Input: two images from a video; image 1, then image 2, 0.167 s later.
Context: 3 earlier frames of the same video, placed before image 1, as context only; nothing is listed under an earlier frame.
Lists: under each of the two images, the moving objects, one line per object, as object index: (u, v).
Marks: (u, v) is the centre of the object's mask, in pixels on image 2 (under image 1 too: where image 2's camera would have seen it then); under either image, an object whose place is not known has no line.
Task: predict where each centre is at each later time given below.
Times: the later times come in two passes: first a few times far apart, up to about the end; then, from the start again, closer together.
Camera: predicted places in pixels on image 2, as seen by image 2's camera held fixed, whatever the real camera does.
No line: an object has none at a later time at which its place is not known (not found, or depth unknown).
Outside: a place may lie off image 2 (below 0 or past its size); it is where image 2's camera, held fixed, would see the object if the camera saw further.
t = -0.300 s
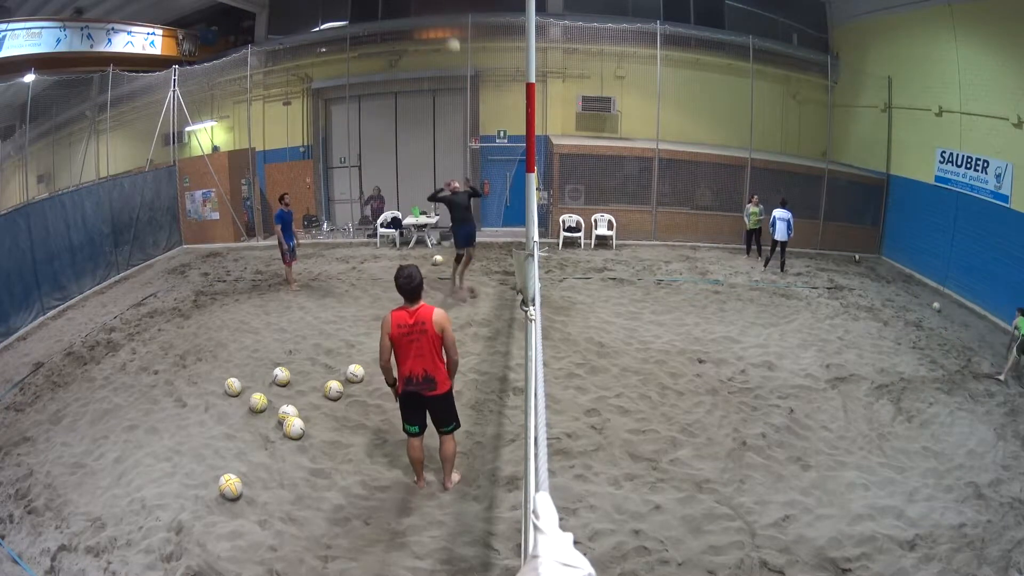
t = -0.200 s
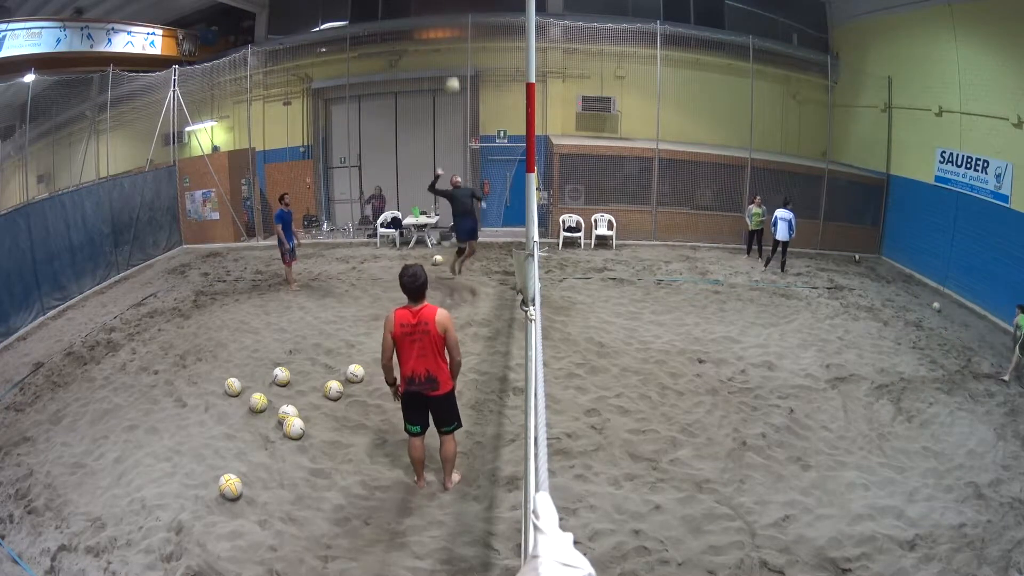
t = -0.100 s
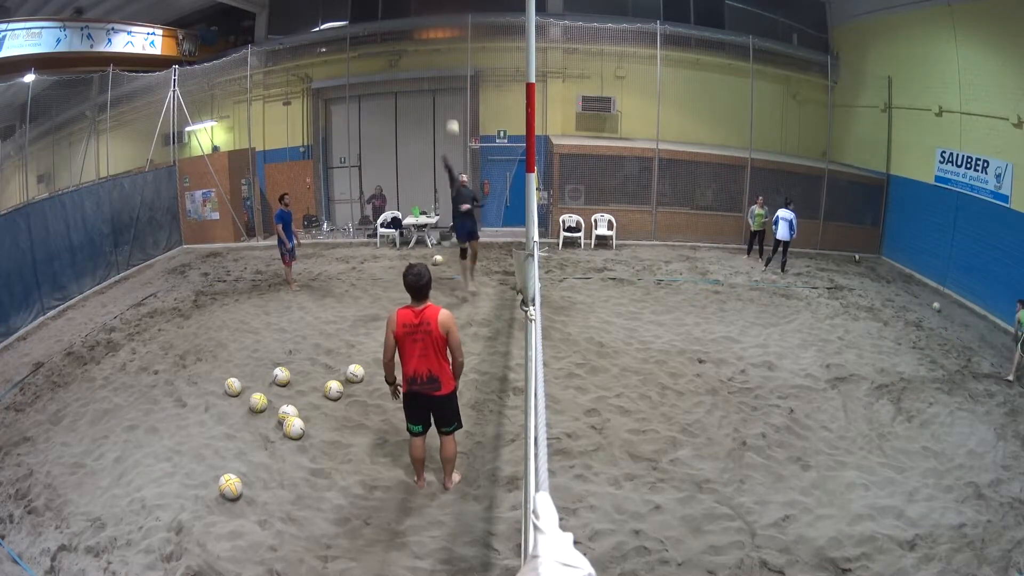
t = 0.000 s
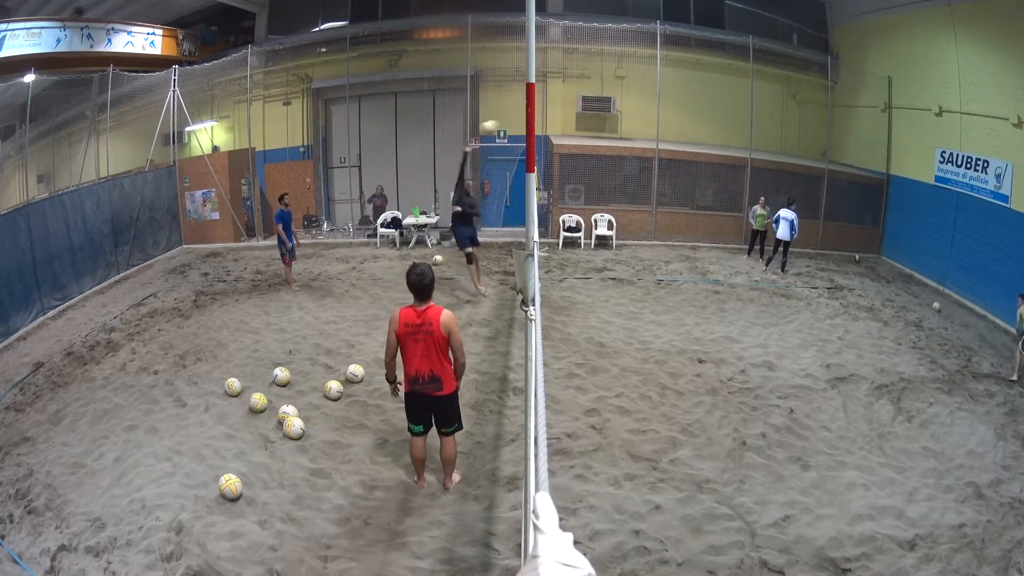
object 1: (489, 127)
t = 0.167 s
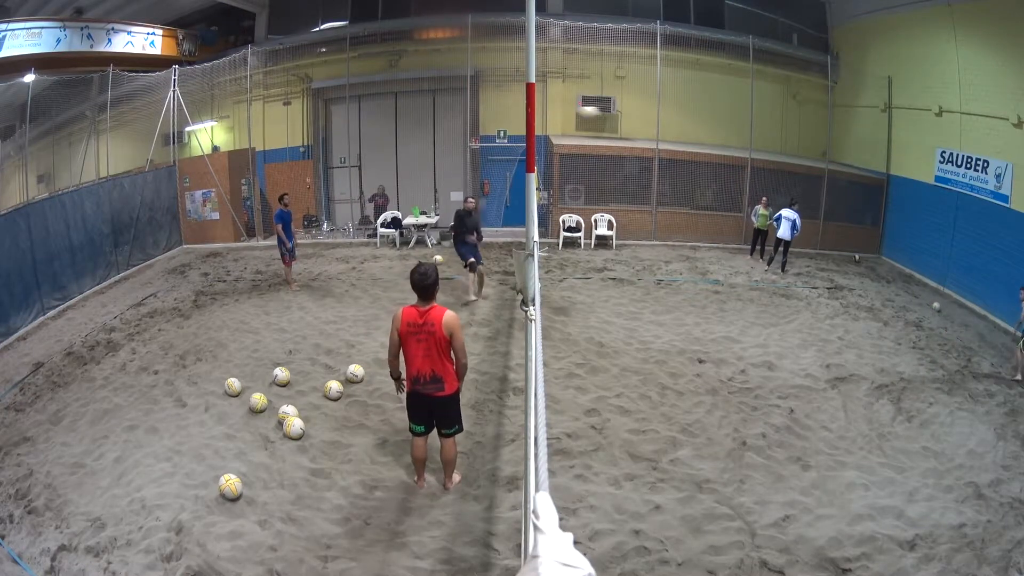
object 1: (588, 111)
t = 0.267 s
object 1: (661, 119)
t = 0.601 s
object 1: (928, 250)
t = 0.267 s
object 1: (661, 119)
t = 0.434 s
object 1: (797, 161)
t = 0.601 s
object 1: (928, 250)
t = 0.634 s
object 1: (948, 270)
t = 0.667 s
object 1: (968, 294)
